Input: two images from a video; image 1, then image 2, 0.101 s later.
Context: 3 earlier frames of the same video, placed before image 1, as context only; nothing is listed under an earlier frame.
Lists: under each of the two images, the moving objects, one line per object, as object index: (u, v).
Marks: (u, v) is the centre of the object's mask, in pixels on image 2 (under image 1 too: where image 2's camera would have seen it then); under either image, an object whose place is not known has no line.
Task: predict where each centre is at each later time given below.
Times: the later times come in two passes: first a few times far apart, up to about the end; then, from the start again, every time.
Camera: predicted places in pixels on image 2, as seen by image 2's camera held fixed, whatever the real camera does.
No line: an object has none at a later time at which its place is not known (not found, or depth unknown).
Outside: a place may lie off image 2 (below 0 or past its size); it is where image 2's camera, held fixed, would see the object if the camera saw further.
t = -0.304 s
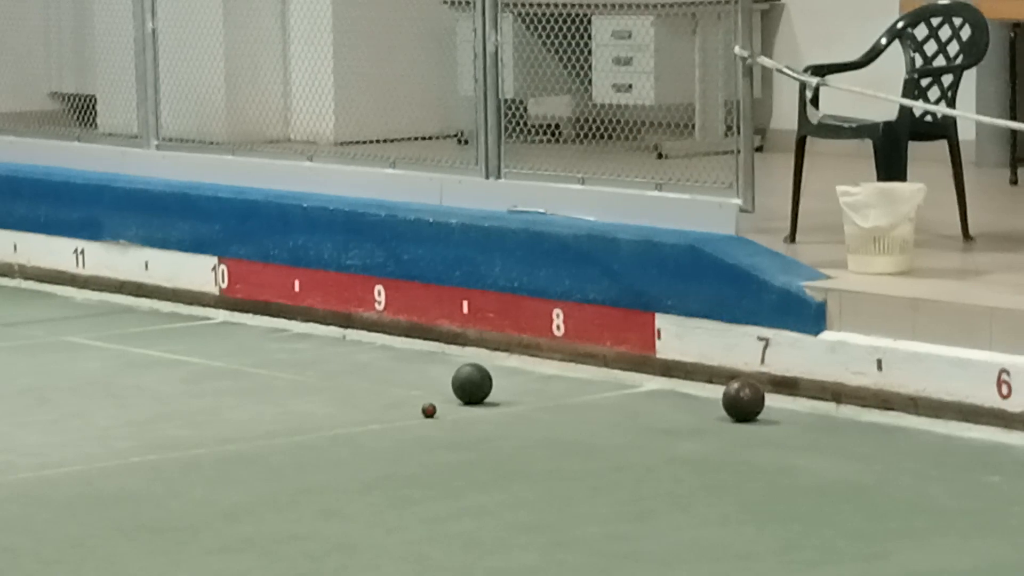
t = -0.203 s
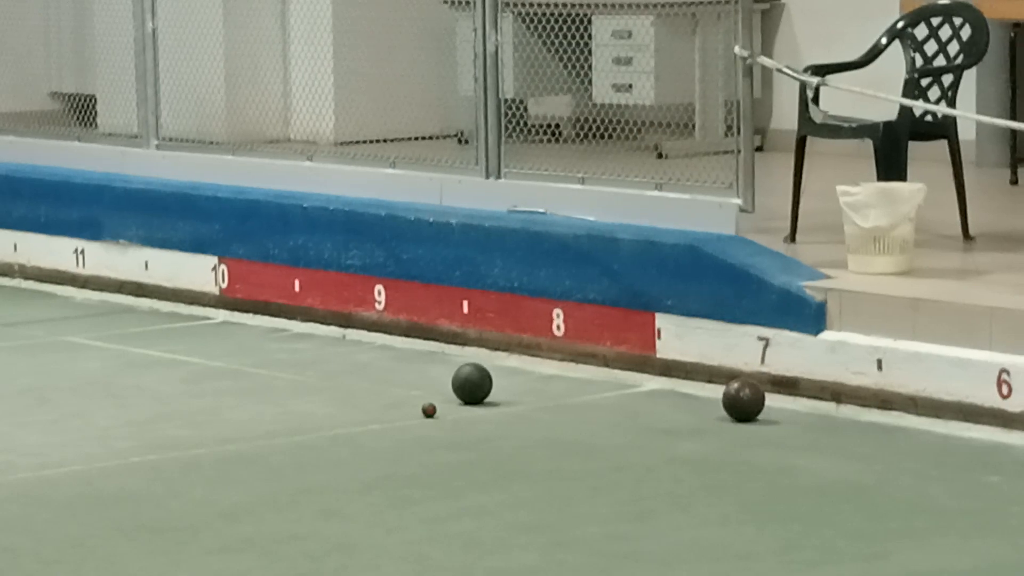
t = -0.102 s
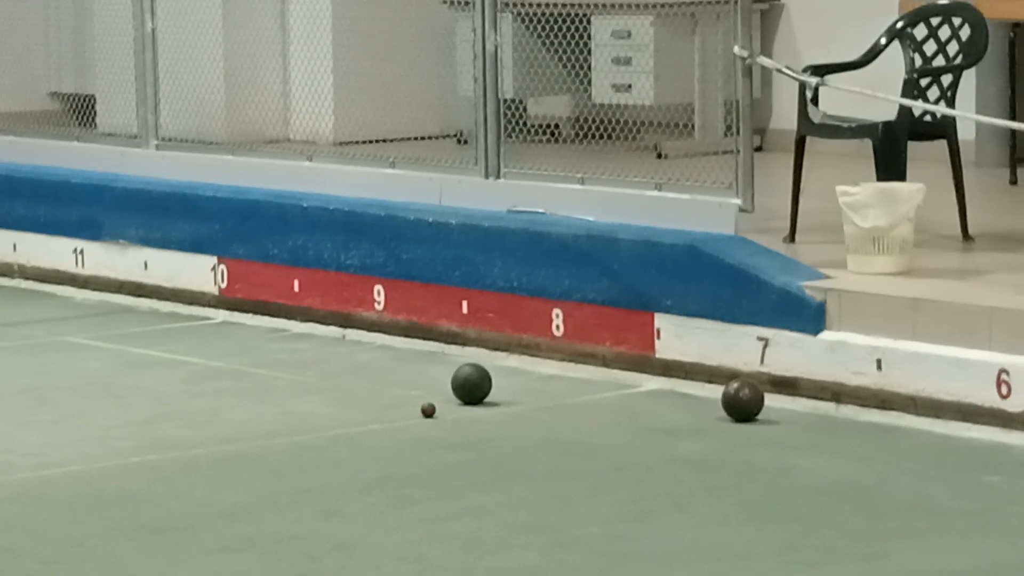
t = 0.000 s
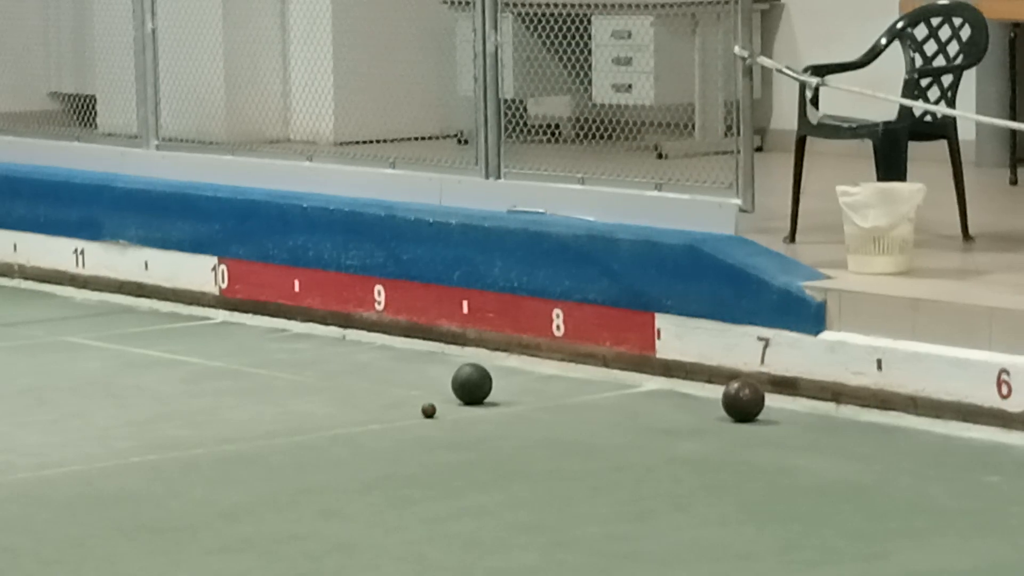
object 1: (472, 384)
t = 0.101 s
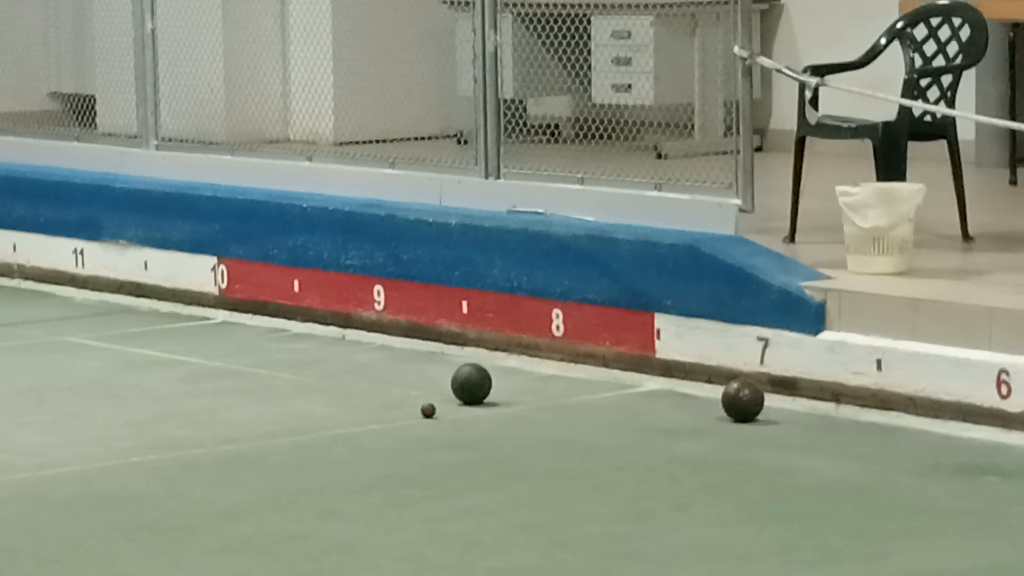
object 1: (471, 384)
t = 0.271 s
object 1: (471, 383)
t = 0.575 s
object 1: (410, 323)
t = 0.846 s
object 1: (281, 322)
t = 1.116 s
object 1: (151, 308)
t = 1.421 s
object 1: (30, 281)
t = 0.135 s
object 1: (471, 384)
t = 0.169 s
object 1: (471, 384)
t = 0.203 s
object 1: (471, 384)
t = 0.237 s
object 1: (471, 384)
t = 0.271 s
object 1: (471, 383)
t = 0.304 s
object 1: (471, 384)
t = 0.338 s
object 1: (471, 384)
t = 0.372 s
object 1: (471, 384)
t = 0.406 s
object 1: (471, 383)
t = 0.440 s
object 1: (471, 384)
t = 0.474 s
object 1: (470, 383)
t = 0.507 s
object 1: (441, 363)
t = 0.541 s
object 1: (430, 338)
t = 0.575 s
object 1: (410, 323)
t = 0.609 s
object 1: (394, 312)
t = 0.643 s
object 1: (376, 303)
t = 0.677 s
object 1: (359, 298)
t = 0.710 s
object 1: (343, 297)
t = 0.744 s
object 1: (326, 299)
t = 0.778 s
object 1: (310, 304)
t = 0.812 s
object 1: (295, 311)
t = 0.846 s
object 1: (281, 322)
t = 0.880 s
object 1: (263, 332)
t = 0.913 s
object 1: (246, 322)
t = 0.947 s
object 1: (230, 316)
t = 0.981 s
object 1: (213, 314)
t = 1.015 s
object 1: (197, 314)
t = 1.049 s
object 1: (181, 315)
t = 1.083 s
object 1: (165, 309)
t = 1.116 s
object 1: (151, 308)
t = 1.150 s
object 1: (136, 304)
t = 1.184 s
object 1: (122, 301)
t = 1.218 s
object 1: (108, 299)
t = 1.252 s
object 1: (95, 296)
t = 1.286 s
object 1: (81, 292)
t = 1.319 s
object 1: (68, 290)
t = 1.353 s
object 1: (55, 288)
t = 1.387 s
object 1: (42, 285)
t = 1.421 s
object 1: (30, 281)
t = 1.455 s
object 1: (20, 279)
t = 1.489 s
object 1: (8, 276)
